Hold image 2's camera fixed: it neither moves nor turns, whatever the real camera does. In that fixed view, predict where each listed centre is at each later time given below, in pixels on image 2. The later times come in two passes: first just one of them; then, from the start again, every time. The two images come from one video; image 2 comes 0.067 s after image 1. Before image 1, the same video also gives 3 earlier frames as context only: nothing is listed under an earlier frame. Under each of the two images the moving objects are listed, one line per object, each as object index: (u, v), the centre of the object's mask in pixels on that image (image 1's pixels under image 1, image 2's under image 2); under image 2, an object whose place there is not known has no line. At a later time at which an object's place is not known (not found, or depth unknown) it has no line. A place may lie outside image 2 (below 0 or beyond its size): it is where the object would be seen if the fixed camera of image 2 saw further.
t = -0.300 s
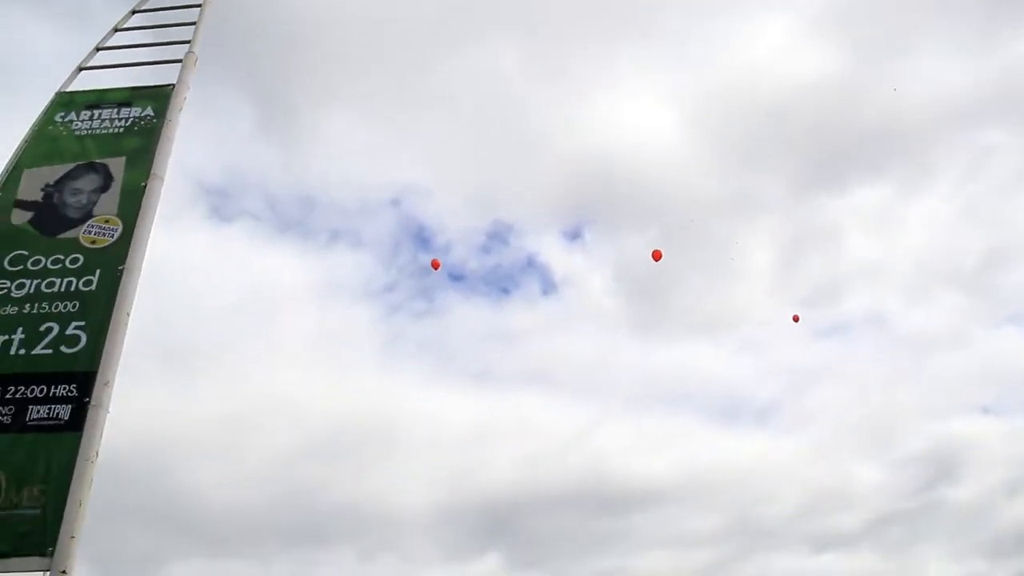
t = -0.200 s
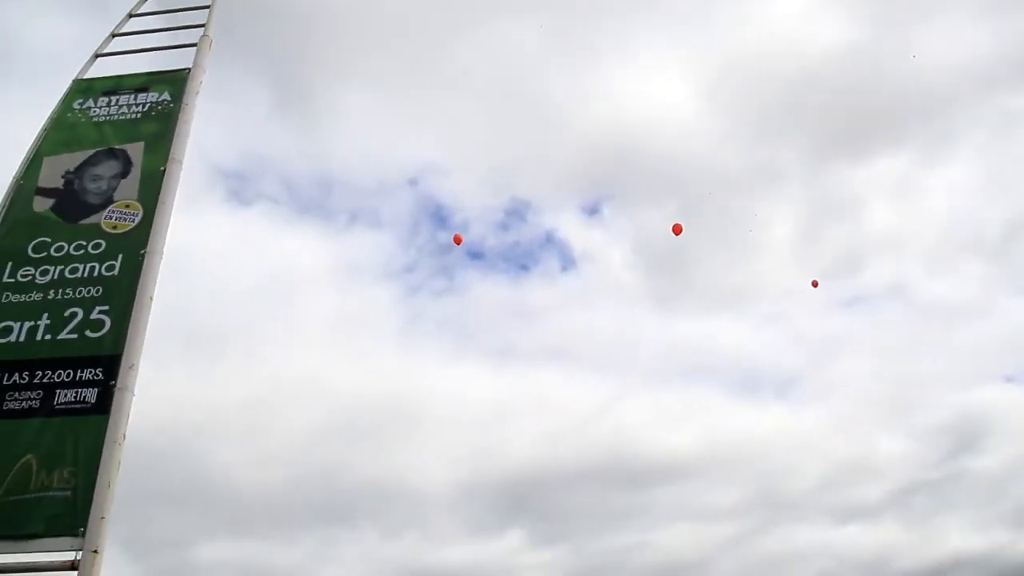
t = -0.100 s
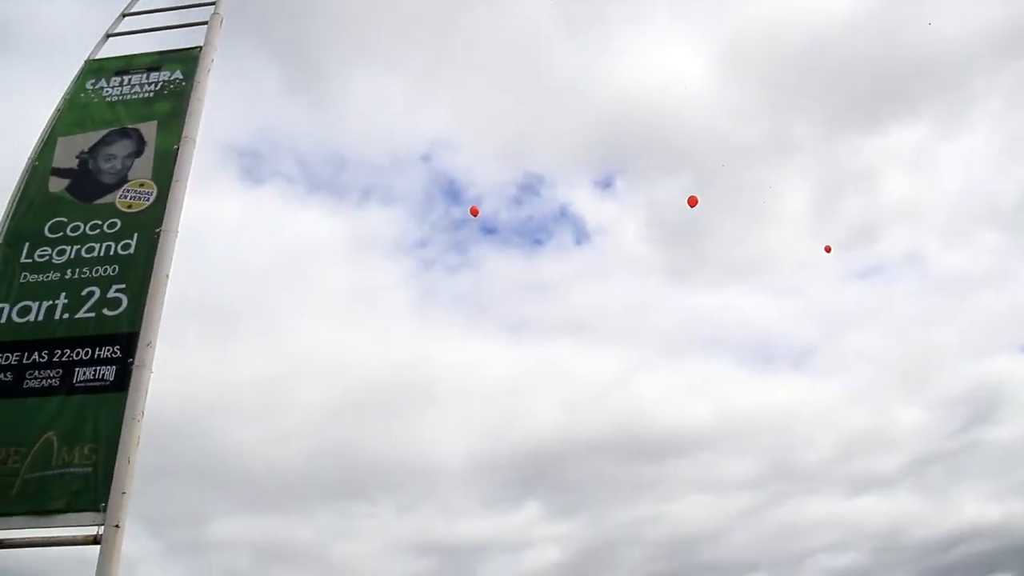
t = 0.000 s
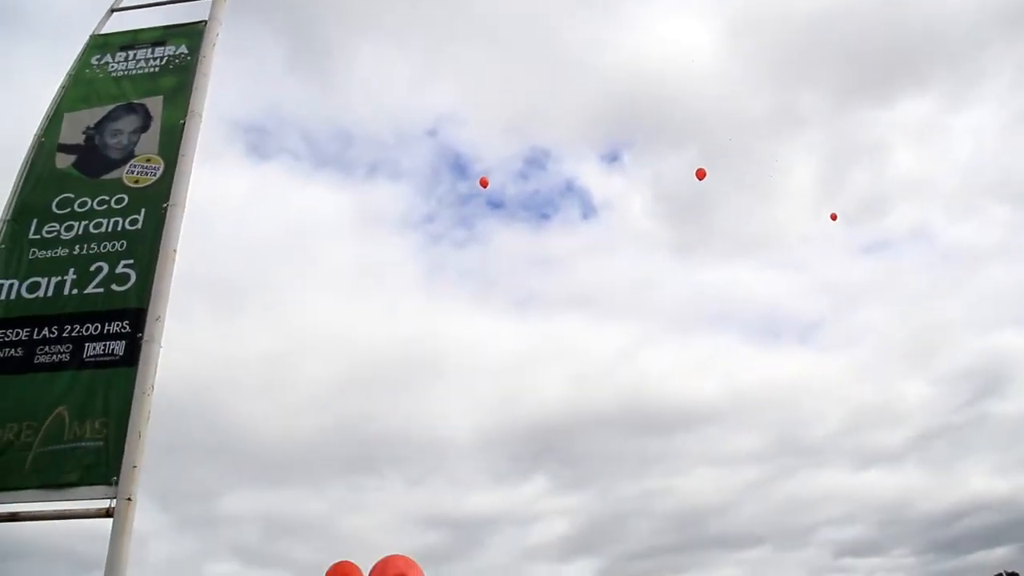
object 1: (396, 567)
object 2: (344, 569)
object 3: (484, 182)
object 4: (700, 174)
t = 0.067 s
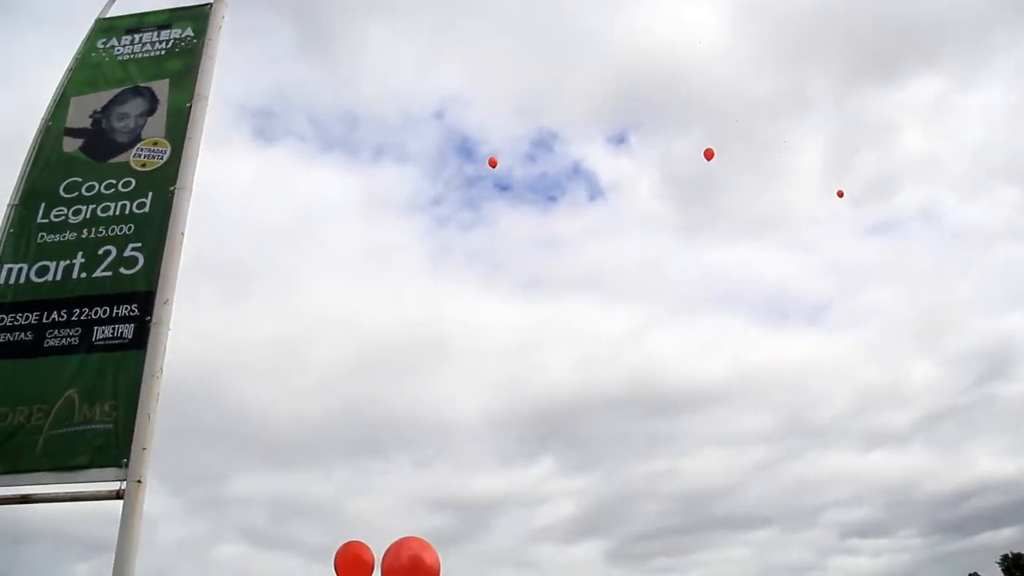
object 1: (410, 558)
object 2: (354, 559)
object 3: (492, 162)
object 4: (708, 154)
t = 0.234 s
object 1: (427, 562)
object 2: (358, 556)
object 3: (498, 153)
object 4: (710, 146)
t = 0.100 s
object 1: (414, 561)
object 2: (355, 561)
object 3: (493, 160)
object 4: (708, 152)
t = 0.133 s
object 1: (418, 564)
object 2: (356, 561)
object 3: (495, 159)
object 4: (709, 152)
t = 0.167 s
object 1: (421, 565)
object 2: (357, 559)
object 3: (496, 157)
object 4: (709, 150)
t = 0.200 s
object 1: (424, 563)
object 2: (357, 557)
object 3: (497, 155)
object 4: (710, 148)
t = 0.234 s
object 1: (427, 562)
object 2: (358, 556)
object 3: (498, 153)
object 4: (710, 146)
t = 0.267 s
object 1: (430, 562)
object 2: (358, 554)
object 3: (499, 153)
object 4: (710, 145)
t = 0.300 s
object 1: (433, 562)
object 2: (358, 553)
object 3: (499, 151)
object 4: (710, 143)
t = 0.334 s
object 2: (358, 551)
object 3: (500, 150)
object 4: (710, 141)
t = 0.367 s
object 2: (358, 551)
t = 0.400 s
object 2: (357, 550)
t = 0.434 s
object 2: (357, 549)
